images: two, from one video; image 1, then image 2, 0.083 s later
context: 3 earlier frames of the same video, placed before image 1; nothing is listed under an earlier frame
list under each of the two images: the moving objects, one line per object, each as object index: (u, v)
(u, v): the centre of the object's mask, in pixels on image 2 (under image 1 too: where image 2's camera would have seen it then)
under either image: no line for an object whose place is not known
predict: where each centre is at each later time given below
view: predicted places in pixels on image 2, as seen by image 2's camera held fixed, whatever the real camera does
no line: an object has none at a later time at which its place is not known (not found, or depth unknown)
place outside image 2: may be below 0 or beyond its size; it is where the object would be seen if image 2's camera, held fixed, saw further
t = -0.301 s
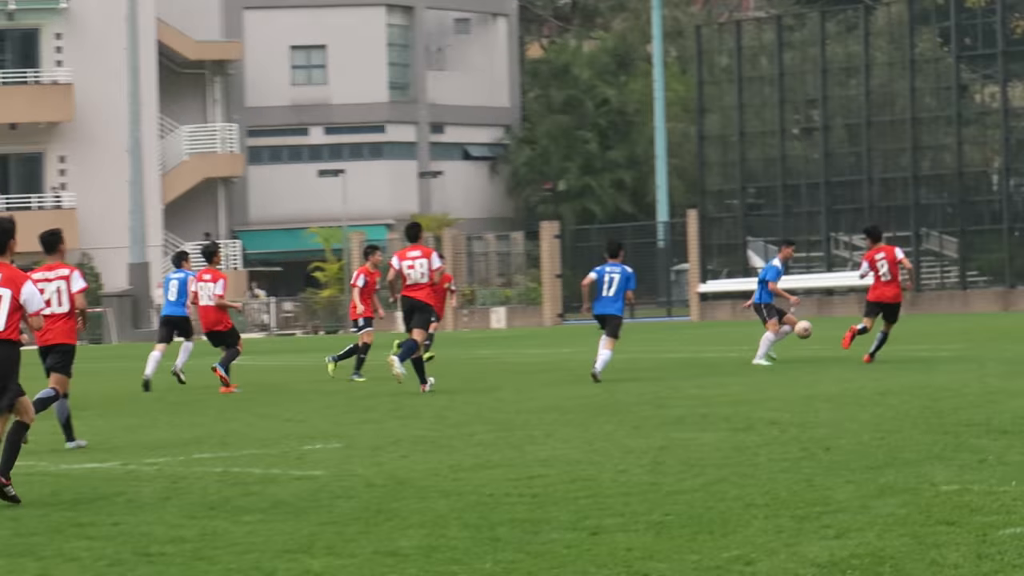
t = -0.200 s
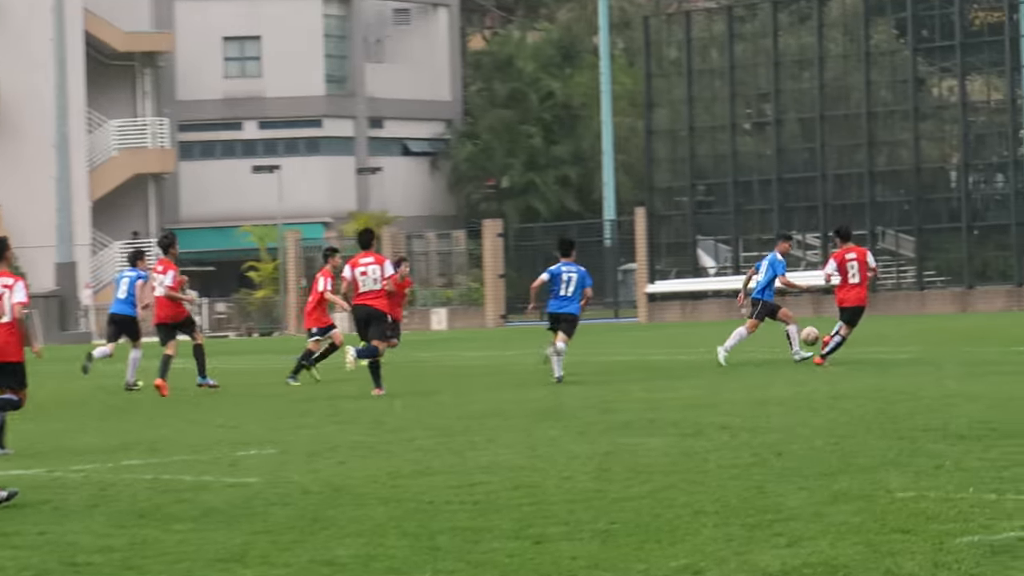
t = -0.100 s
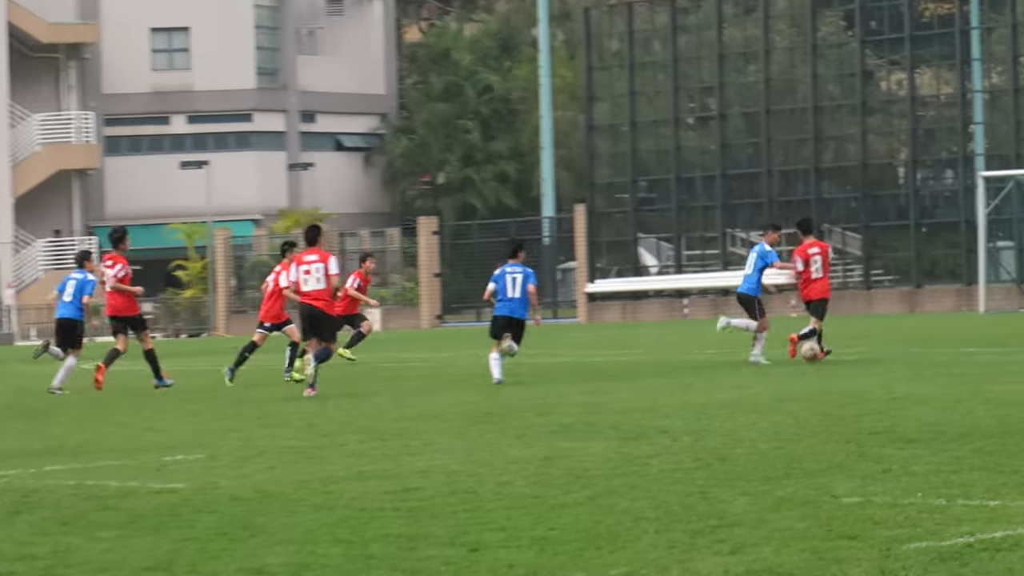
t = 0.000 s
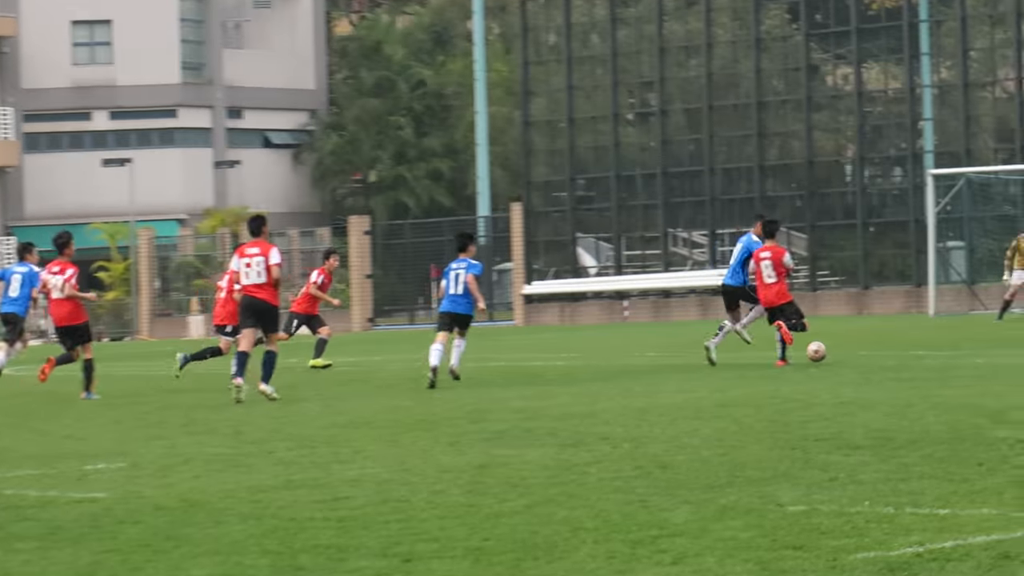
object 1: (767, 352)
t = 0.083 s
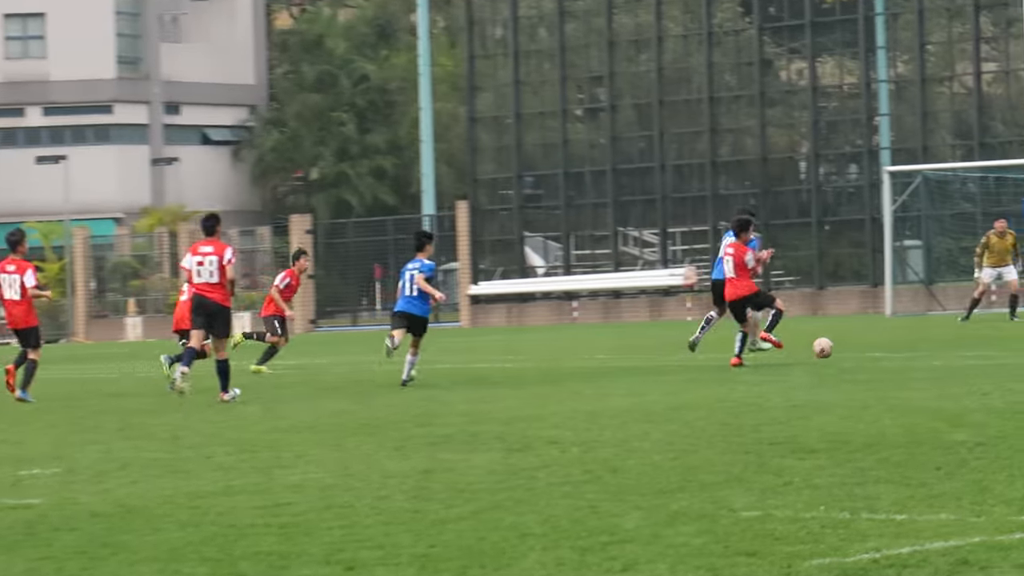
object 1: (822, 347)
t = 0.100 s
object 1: (834, 347)
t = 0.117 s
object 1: (844, 346)
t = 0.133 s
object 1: (855, 346)
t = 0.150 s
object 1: (866, 346)
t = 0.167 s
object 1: (877, 348)
